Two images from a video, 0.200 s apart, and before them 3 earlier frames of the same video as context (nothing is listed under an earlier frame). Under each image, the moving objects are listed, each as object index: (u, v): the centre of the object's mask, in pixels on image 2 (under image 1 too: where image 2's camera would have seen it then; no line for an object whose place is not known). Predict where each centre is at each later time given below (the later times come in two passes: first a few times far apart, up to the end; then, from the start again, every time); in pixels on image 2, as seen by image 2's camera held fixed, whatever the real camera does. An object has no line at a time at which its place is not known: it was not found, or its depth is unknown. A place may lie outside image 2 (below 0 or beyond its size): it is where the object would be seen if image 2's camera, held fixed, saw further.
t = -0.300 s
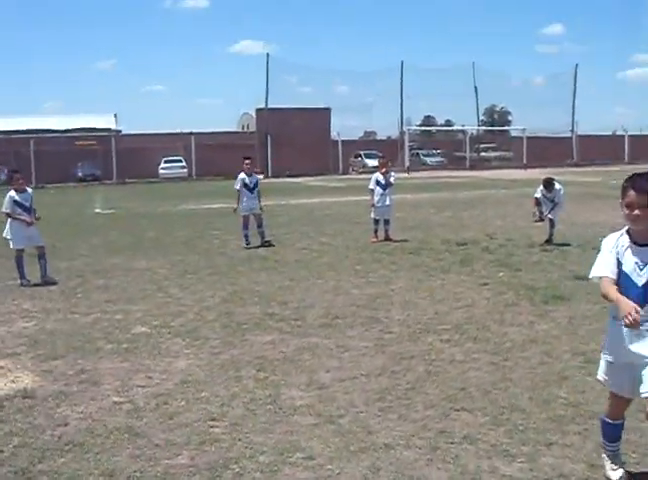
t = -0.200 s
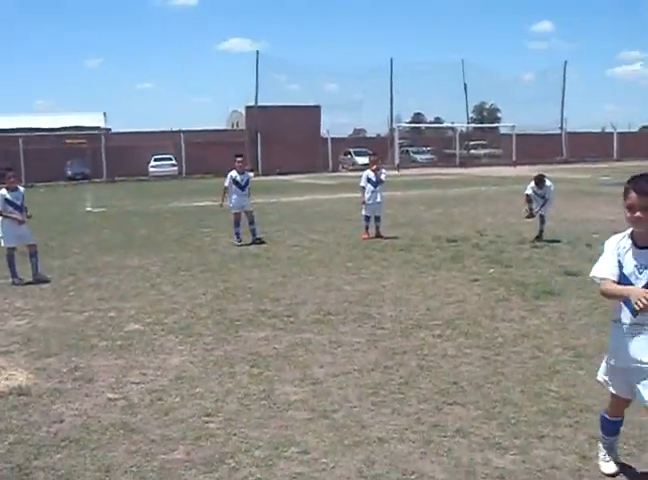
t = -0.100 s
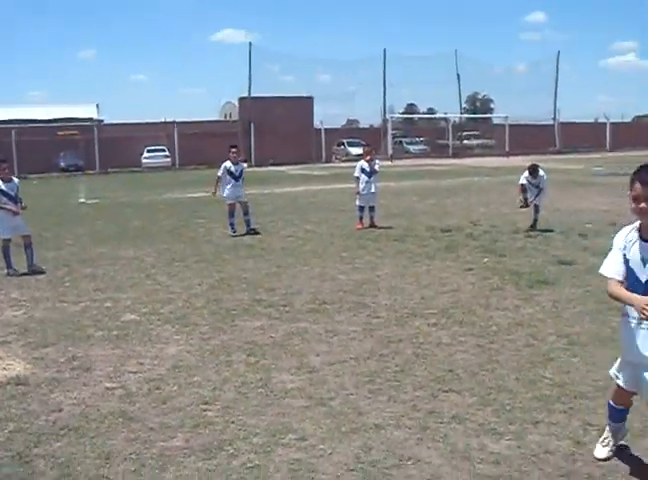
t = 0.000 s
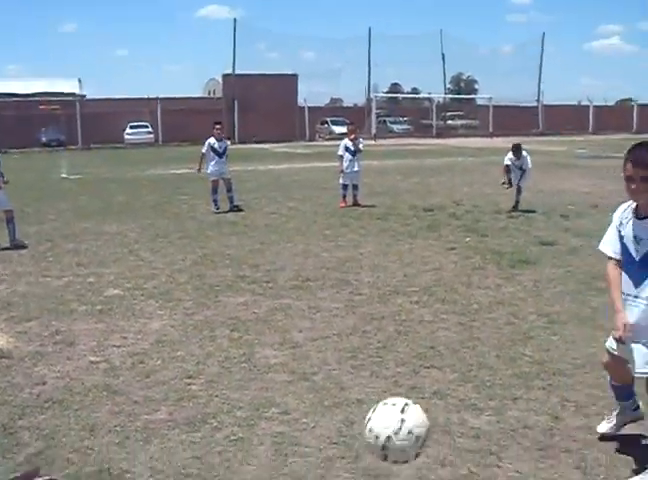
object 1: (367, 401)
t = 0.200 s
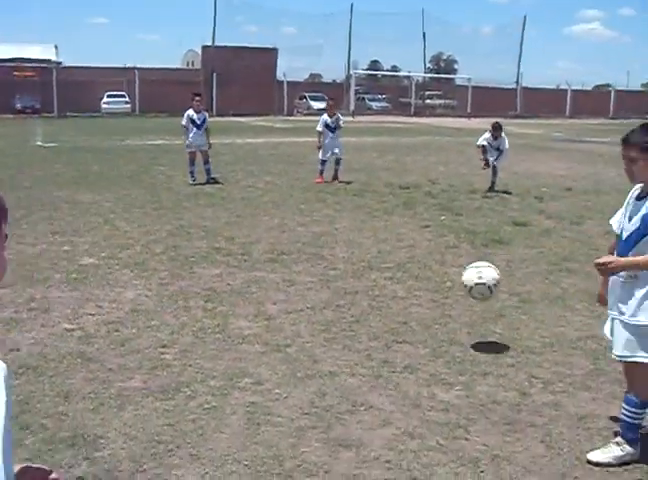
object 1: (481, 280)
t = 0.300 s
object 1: (505, 271)
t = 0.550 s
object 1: (536, 229)
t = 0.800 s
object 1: (555, 219)
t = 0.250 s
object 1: (490, 275)
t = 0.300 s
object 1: (505, 271)
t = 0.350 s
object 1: (511, 272)
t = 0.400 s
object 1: (520, 263)
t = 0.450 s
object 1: (525, 250)
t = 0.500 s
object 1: (533, 234)
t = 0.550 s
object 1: (536, 229)
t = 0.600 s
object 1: (542, 222)
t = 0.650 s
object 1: (544, 220)
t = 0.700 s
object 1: (548, 222)
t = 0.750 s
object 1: (550, 226)
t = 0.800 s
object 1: (555, 219)
